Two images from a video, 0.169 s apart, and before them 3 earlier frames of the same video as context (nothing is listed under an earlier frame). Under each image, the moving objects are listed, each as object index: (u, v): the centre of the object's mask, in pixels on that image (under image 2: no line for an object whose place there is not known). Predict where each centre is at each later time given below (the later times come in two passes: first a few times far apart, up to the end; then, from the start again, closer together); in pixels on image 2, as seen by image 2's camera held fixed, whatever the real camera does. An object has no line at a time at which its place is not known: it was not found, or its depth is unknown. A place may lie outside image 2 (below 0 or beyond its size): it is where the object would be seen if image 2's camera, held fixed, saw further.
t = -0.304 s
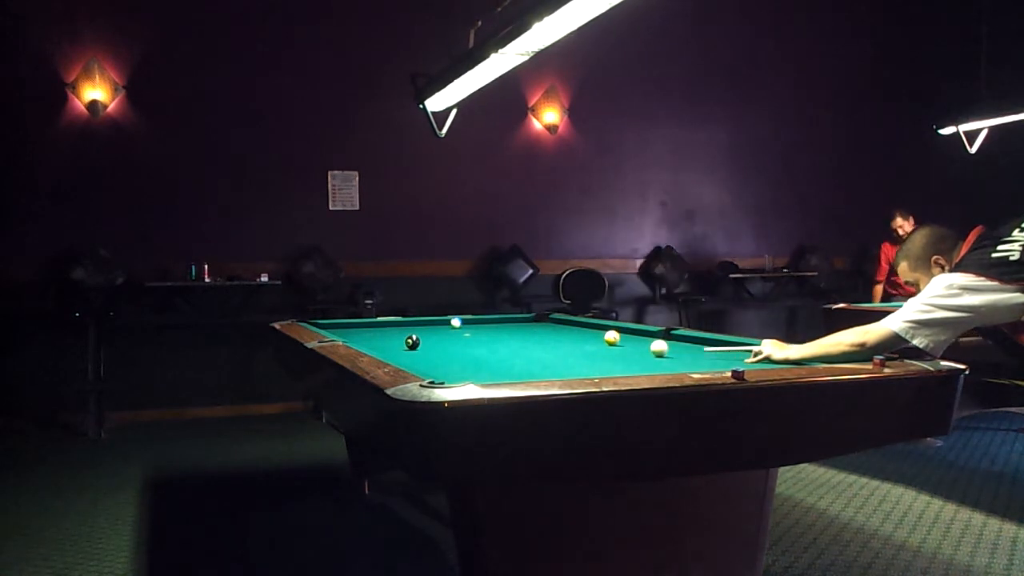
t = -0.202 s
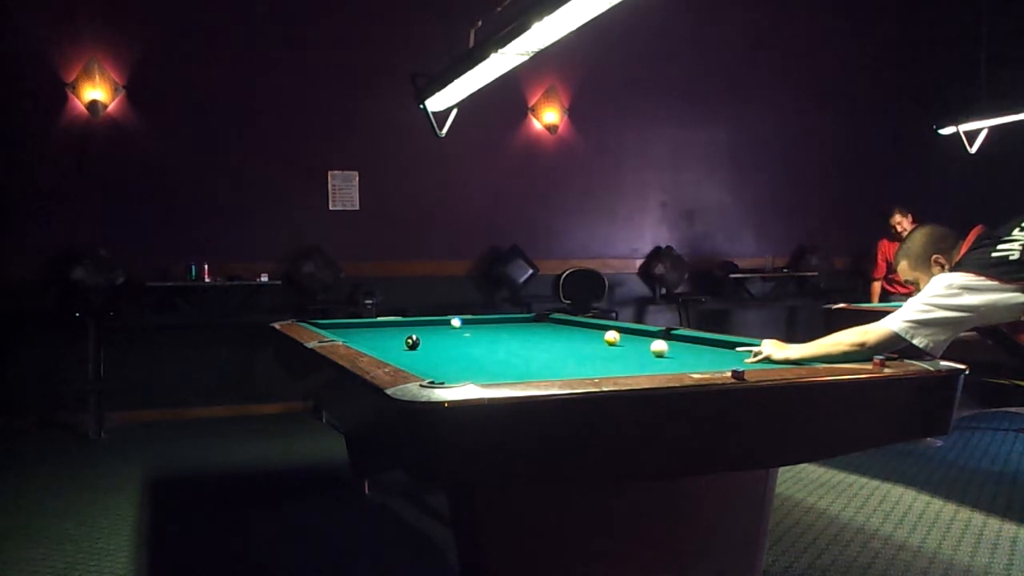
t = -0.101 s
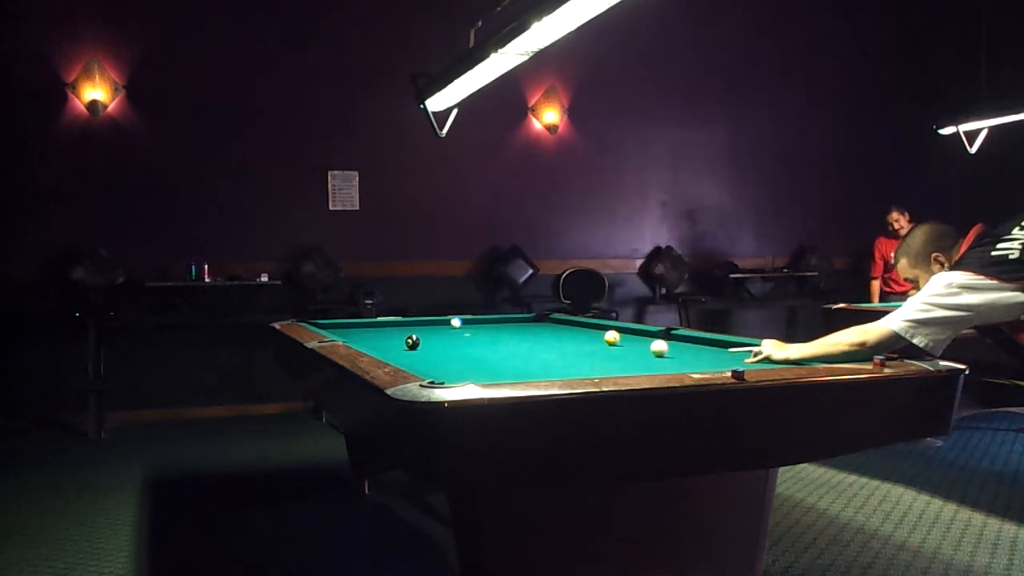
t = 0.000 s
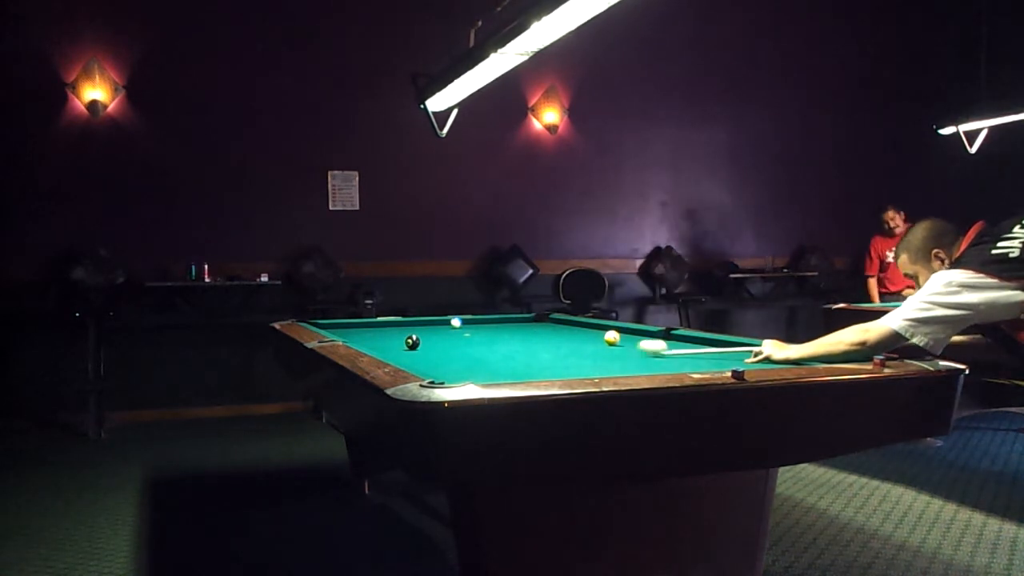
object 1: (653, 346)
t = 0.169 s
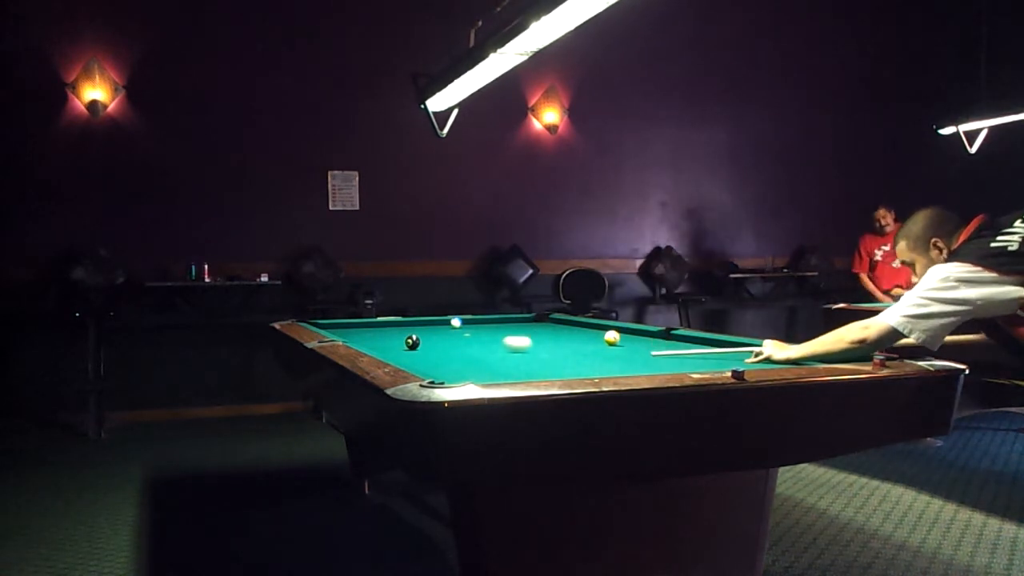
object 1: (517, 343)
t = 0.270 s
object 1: (451, 341)
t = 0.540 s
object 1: (398, 335)
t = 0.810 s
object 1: (379, 330)
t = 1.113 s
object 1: (361, 326)
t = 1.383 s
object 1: (351, 323)
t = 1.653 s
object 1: (370, 324)
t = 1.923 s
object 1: (389, 325)
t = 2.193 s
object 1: (408, 326)
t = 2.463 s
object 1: (427, 327)
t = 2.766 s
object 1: (448, 329)
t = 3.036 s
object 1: (466, 330)
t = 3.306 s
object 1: (484, 331)
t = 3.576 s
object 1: (503, 332)
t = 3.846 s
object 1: (520, 333)
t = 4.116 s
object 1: (537, 334)
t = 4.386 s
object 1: (554, 335)
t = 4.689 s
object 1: (572, 336)
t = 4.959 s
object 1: (587, 337)
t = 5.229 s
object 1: (598, 338)
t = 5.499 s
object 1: (599, 338)
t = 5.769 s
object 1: (601, 339)
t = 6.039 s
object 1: (602, 339)
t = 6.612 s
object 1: (603, 340)
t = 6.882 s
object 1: (603, 340)
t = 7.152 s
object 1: (603, 340)
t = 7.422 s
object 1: (603, 340)
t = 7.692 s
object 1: (603, 340)
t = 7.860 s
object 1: (603, 340)
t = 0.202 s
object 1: (494, 343)
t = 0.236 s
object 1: (472, 342)
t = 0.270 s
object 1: (451, 341)
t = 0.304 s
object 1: (432, 341)
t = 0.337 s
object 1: (422, 340)
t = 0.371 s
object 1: (417, 339)
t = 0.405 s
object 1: (413, 338)
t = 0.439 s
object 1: (408, 337)
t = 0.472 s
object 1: (404, 336)
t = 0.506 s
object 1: (401, 335)
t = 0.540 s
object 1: (398, 335)
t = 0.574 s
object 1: (396, 334)
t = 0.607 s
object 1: (393, 334)
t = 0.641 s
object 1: (391, 333)
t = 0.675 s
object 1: (388, 332)
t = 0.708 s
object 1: (386, 332)
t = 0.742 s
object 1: (383, 331)
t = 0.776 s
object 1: (381, 331)
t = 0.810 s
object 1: (379, 330)
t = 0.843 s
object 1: (377, 330)
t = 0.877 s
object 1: (375, 329)
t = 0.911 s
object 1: (372, 329)
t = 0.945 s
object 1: (371, 328)
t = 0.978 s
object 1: (369, 328)
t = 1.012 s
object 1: (366, 327)
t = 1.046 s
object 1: (365, 327)
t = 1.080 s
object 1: (362, 326)
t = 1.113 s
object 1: (361, 326)
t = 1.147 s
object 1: (359, 325)
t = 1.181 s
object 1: (357, 325)
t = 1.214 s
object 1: (355, 324)
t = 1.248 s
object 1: (353, 324)
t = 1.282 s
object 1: (351, 324)
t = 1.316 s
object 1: (350, 323)
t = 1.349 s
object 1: (348, 323)
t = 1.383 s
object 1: (351, 323)
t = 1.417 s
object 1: (353, 323)
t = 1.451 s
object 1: (356, 323)
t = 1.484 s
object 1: (358, 323)
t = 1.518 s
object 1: (361, 324)
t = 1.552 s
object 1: (363, 324)
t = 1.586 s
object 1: (365, 324)
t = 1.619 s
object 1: (368, 324)
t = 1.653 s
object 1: (370, 324)
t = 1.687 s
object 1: (372, 324)
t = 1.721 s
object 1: (375, 324)
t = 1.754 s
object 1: (377, 325)
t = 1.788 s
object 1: (379, 325)
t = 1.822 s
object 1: (382, 325)
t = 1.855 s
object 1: (384, 325)
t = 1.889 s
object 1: (387, 325)
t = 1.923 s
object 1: (389, 325)
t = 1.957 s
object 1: (391, 326)
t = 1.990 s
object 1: (393, 325)
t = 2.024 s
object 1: (396, 326)
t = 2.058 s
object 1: (398, 326)
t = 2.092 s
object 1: (401, 326)
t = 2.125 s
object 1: (403, 326)
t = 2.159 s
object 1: (405, 326)
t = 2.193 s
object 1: (408, 326)
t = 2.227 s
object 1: (410, 327)
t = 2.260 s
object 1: (413, 327)
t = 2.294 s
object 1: (415, 327)
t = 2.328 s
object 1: (417, 327)
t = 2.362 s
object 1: (420, 327)
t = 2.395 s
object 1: (422, 327)
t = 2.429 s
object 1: (424, 327)
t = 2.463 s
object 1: (427, 327)
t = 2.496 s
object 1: (429, 328)
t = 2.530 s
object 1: (431, 328)
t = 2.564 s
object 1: (434, 328)
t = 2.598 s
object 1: (436, 328)
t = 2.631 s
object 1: (438, 328)
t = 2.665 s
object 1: (441, 328)
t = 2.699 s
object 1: (443, 329)
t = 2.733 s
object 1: (445, 329)
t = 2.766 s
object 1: (448, 329)
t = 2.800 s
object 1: (450, 329)
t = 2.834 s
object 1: (452, 329)
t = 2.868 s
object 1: (455, 329)
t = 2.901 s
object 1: (457, 330)
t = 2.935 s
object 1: (459, 330)
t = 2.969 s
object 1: (462, 329)
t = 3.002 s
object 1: (464, 330)
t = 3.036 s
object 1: (466, 330)
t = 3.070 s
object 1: (469, 330)
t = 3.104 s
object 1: (471, 330)
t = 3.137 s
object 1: (473, 330)
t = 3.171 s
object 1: (475, 330)
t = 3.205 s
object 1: (478, 330)
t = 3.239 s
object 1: (480, 331)
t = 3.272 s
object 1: (482, 331)
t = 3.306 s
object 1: (484, 331)
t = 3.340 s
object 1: (487, 331)
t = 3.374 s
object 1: (489, 331)
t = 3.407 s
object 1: (491, 331)
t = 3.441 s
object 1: (493, 331)
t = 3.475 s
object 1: (496, 331)
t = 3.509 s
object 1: (498, 332)
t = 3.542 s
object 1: (500, 332)
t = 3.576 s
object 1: (503, 332)
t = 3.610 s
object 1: (504, 332)
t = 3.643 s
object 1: (507, 332)
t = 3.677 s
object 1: (509, 332)
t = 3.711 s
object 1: (511, 333)
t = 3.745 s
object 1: (513, 333)
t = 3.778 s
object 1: (516, 333)
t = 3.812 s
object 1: (518, 333)
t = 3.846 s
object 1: (520, 333)
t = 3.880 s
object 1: (522, 333)
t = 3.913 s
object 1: (525, 333)
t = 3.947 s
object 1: (526, 333)
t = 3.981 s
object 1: (528, 334)
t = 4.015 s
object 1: (531, 334)
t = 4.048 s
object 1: (533, 334)
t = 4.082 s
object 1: (535, 334)
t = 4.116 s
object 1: (537, 334)
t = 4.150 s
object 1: (539, 334)
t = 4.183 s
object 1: (541, 334)
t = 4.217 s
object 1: (543, 334)
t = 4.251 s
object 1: (545, 334)
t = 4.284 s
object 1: (547, 334)
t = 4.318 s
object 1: (549, 335)
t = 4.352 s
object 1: (551, 335)
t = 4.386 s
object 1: (554, 335)
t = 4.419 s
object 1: (555, 335)
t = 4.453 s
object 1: (558, 335)
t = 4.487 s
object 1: (560, 335)
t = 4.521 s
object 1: (561, 335)
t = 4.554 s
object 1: (563, 336)
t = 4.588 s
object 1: (566, 336)
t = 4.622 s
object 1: (567, 336)
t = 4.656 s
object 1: (569, 336)
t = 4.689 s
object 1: (572, 336)
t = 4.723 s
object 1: (573, 336)
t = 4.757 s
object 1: (575, 336)
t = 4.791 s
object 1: (577, 336)
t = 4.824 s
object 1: (579, 337)
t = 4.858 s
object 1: (581, 337)
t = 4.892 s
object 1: (583, 337)
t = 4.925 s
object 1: (585, 337)
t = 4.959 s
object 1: (587, 337)
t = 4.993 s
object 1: (588, 337)
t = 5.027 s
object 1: (590, 337)
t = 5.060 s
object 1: (592, 337)
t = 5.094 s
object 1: (594, 337)
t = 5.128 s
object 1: (596, 337)
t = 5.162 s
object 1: (597, 337)
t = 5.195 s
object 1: (597, 338)
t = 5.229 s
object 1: (598, 338)
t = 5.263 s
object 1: (598, 338)
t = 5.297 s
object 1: (598, 338)
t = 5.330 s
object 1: (598, 338)
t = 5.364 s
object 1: (599, 338)
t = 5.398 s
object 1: (599, 338)
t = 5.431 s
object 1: (599, 338)
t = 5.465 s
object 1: (599, 338)
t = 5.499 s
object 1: (599, 338)
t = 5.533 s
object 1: (600, 338)
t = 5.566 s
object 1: (600, 339)
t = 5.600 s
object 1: (600, 339)
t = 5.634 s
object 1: (600, 339)
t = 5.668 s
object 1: (600, 339)
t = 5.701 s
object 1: (601, 339)
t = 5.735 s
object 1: (601, 339)
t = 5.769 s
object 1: (601, 339)
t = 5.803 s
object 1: (601, 339)
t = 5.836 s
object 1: (601, 339)
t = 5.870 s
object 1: (602, 339)
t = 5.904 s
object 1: (602, 339)
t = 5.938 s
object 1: (602, 339)
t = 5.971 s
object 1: (602, 339)
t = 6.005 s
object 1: (602, 339)
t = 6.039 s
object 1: (602, 339)
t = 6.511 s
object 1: (603, 340)
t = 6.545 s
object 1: (603, 340)
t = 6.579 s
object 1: (603, 340)
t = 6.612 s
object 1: (603, 340)
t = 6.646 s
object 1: (603, 340)
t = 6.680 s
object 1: (603, 340)
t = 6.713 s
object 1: (603, 340)
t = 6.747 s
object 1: (603, 340)
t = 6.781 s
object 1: (603, 340)
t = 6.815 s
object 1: (603, 340)
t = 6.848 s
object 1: (603, 340)
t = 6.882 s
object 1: (603, 340)
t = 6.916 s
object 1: (603, 340)
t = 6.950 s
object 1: (603, 340)
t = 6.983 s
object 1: (603, 340)
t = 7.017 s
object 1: (603, 340)
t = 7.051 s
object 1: (603, 340)
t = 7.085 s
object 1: (603, 340)
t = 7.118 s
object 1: (603, 340)
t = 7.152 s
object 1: (603, 340)
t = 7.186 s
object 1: (603, 340)
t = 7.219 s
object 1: (603, 340)
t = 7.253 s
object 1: (603, 340)
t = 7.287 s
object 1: (603, 340)
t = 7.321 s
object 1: (603, 340)
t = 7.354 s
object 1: (603, 340)
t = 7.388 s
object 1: (603, 340)
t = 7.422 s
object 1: (603, 340)
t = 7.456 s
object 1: (603, 340)
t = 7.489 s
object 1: (603, 340)
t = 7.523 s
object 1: (603, 340)
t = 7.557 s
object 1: (603, 340)
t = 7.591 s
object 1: (603, 340)
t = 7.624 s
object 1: (603, 340)
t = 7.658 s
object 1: (603, 340)
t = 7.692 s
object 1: (603, 340)
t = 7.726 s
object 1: (603, 340)
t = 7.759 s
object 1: (603, 340)
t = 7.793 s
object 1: (603, 340)
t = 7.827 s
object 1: (603, 340)
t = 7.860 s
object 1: (603, 340)
